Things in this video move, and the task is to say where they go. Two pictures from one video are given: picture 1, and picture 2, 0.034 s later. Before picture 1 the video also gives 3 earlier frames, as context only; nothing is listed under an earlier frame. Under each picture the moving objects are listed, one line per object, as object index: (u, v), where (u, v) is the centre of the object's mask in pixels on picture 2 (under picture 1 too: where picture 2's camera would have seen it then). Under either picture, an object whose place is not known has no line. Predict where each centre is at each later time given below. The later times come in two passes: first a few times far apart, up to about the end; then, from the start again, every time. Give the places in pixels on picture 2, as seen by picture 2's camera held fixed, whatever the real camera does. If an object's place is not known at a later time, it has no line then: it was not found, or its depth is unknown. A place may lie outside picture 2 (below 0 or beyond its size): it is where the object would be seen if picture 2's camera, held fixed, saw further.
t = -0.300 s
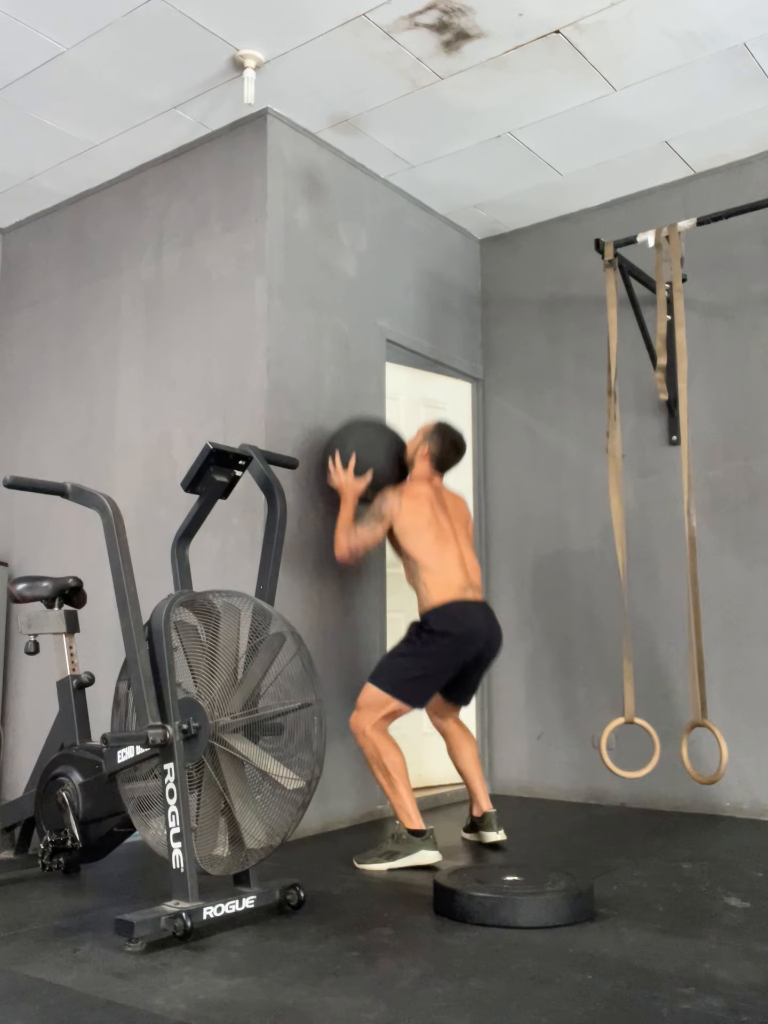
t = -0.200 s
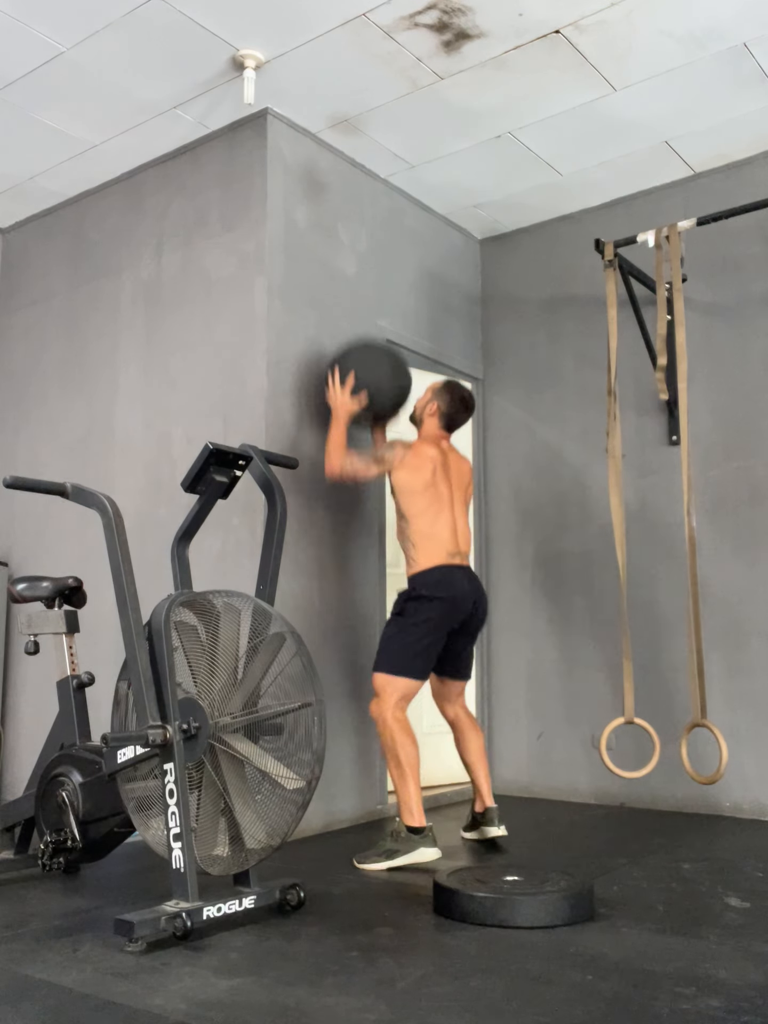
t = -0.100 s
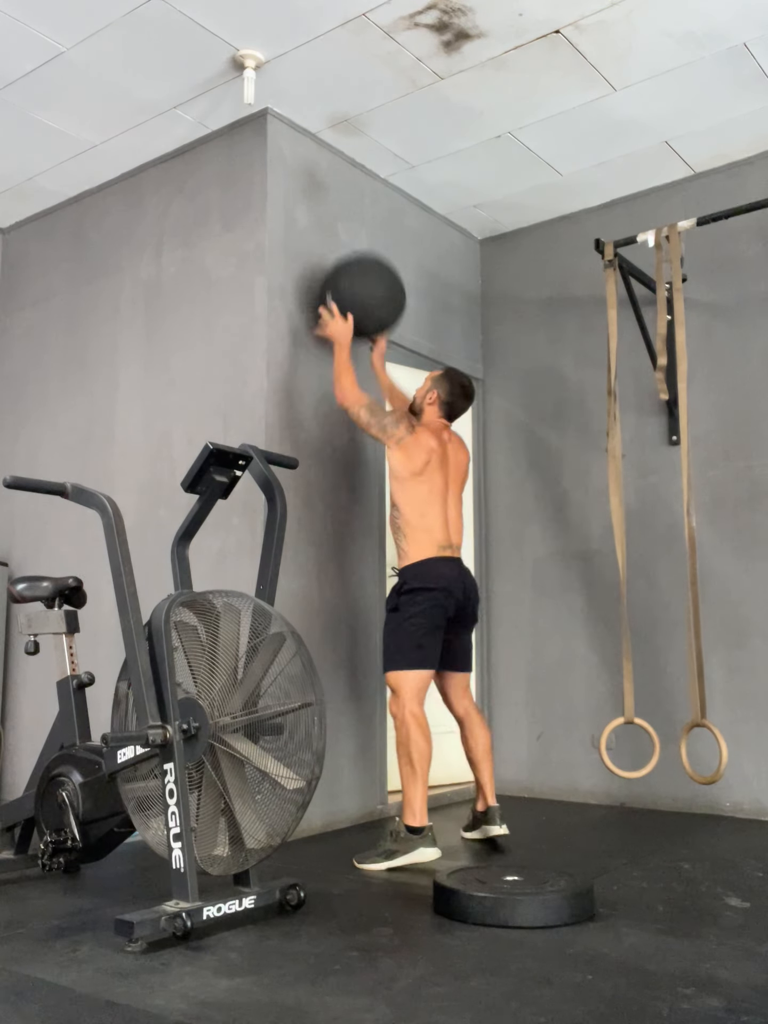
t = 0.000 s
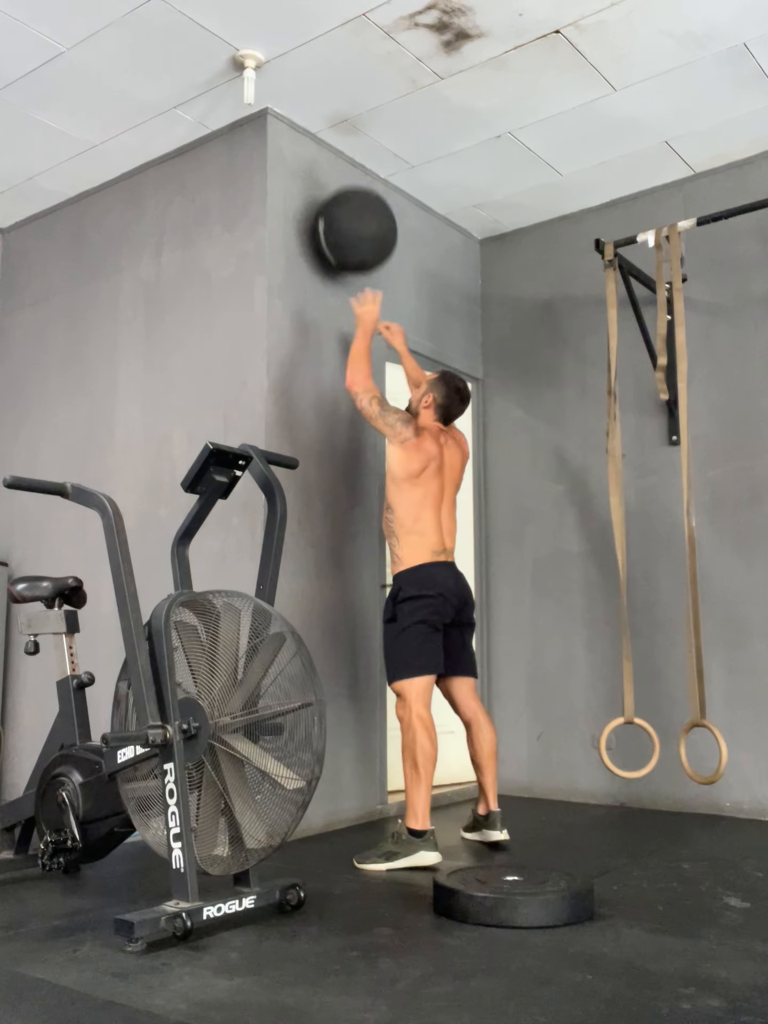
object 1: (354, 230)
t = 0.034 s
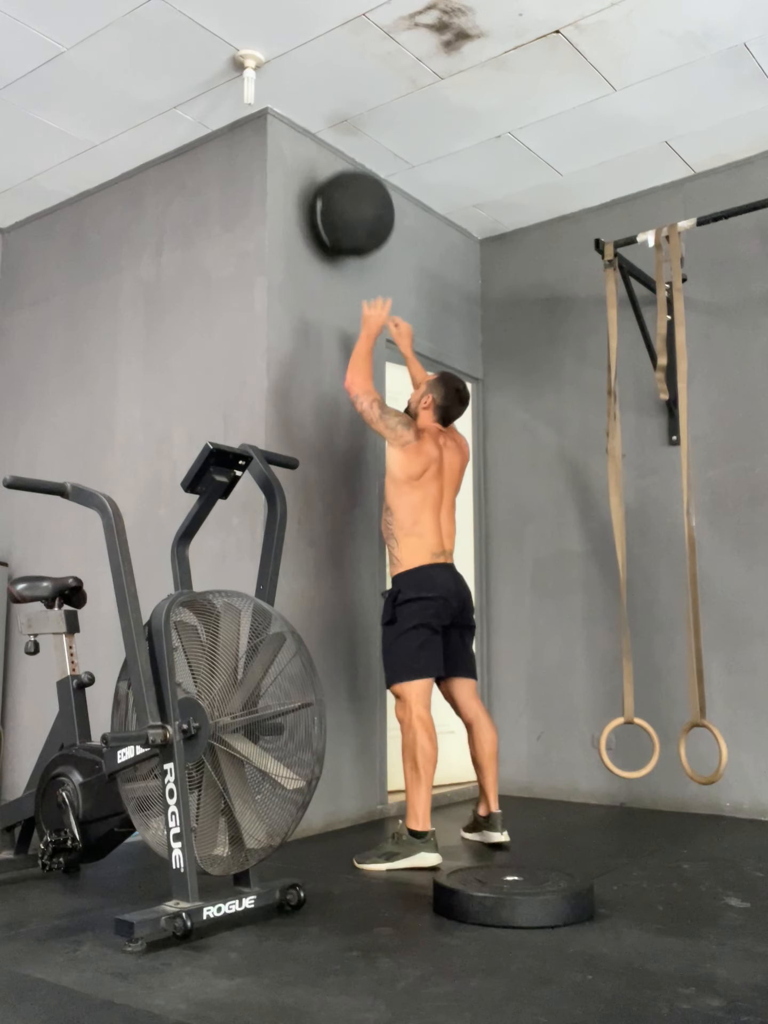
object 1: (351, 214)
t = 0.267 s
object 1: (351, 168)
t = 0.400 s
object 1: (363, 196)
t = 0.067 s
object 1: (348, 200)
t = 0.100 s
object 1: (346, 188)
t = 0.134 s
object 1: (347, 179)
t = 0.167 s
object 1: (348, 173)
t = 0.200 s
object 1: (350, 169)
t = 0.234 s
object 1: (348, 167)
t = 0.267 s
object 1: (351, 168)
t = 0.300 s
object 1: (351, 171)
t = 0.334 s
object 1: (354, 177)
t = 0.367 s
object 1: (360, 185)
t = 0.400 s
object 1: (363, 196)
